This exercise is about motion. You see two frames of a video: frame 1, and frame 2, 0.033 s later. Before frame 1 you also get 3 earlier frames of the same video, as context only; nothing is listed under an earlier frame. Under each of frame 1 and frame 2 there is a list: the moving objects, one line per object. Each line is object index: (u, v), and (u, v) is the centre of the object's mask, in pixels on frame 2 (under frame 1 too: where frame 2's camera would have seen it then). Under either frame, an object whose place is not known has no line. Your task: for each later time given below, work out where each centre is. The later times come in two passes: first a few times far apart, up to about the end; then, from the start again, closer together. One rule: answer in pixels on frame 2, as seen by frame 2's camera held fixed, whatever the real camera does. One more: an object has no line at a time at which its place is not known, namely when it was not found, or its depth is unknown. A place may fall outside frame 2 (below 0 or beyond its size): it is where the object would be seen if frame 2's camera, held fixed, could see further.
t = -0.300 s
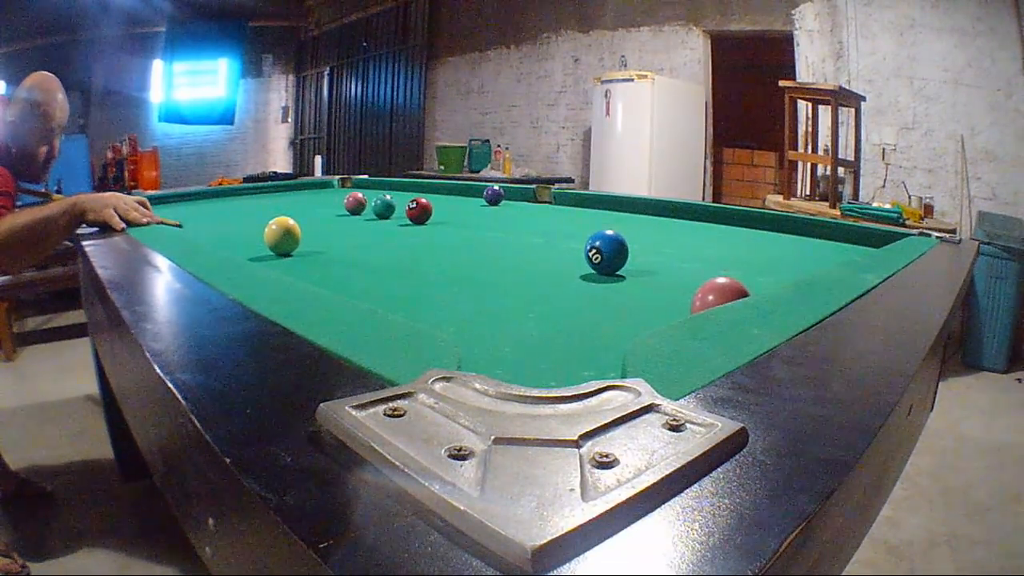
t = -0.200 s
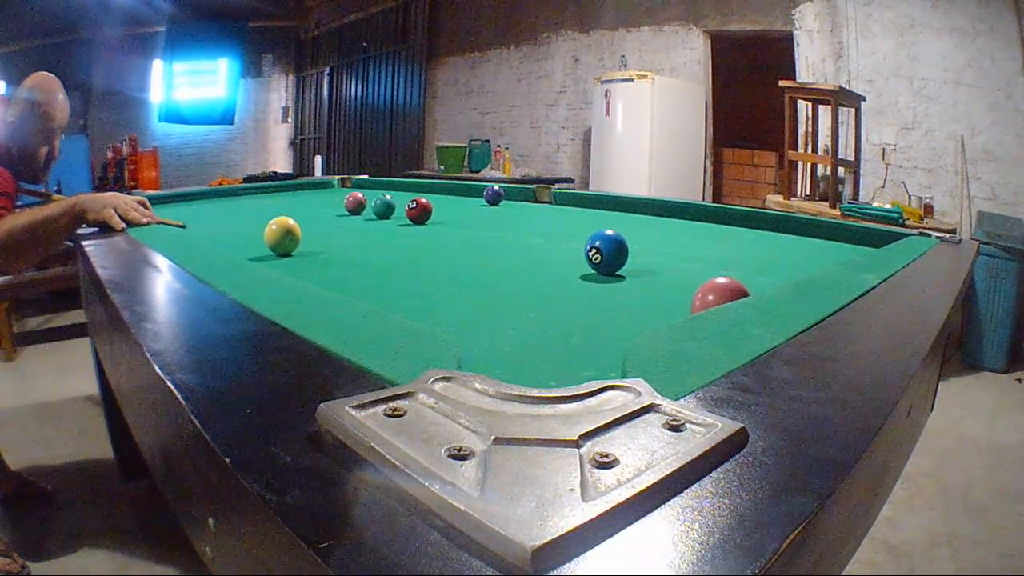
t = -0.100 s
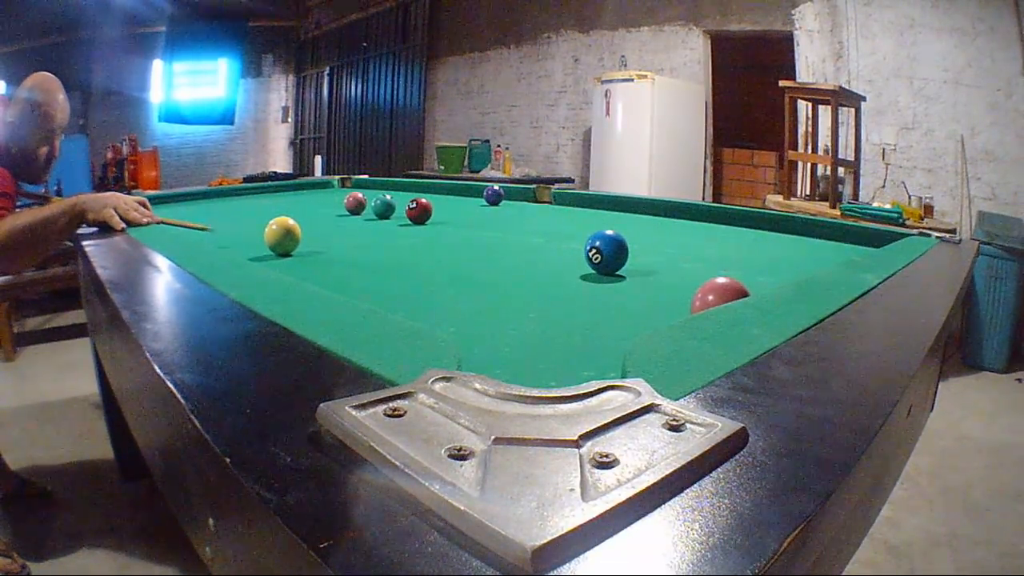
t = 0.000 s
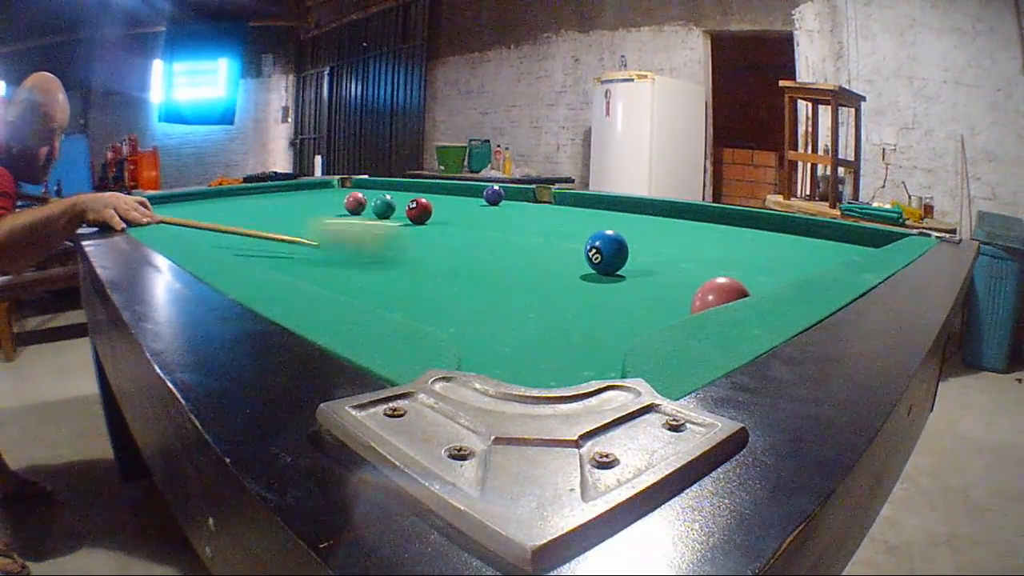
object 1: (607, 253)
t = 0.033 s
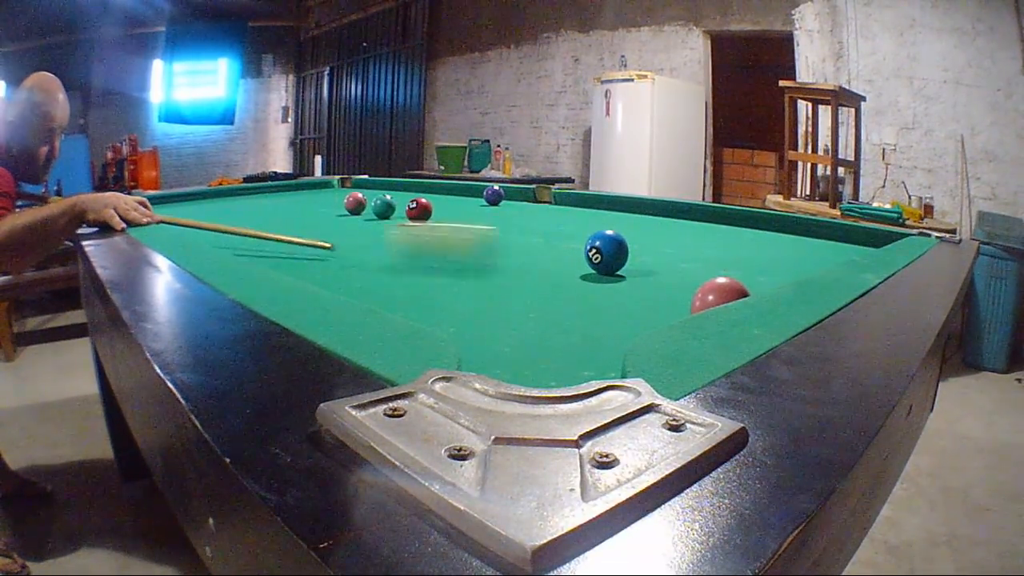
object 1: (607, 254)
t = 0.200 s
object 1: (803, 244)
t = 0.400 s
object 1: (901, 233)
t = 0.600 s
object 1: (848, 233)
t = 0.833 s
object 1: (782, 225)
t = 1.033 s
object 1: (732, 218)
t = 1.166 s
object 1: (699, 214)
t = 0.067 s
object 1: (607, 253)
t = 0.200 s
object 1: (803, 244)
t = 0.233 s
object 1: (833, 242)
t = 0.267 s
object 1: (857, 240)
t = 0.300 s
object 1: (877, 238)
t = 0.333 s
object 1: (893, 237)
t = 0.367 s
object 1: (898, 235)
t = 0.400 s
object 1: (901, 233)
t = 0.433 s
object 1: (893, 236)
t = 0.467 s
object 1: (884, 236)
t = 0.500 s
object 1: (874, 237)
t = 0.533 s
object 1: (866, 236)
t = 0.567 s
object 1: (857, 235)
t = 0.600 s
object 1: (848, 233)
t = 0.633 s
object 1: (837, 232)
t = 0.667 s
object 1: (829, 231)
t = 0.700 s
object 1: (819, 229)
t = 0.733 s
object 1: (811, 228)
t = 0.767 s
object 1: (803, 227)
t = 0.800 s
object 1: (793, 226)
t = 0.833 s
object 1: (782, 225)
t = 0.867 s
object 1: (773, 224)
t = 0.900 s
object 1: (766, 223)
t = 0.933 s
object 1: (756, 221)
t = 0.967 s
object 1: (749, 220)
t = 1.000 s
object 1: (741, 219)
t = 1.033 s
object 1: (732, 218)
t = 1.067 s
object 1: (723, 217)
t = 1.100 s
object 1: (714, 216)
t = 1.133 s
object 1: (706, 215)
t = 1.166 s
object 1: (699, 214)
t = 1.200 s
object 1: (691, 214)
